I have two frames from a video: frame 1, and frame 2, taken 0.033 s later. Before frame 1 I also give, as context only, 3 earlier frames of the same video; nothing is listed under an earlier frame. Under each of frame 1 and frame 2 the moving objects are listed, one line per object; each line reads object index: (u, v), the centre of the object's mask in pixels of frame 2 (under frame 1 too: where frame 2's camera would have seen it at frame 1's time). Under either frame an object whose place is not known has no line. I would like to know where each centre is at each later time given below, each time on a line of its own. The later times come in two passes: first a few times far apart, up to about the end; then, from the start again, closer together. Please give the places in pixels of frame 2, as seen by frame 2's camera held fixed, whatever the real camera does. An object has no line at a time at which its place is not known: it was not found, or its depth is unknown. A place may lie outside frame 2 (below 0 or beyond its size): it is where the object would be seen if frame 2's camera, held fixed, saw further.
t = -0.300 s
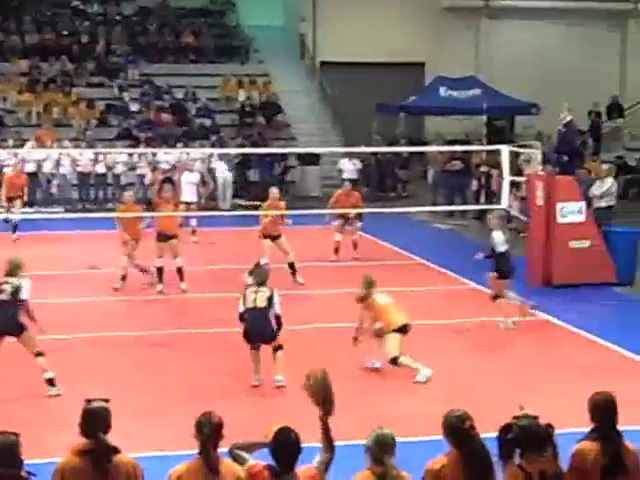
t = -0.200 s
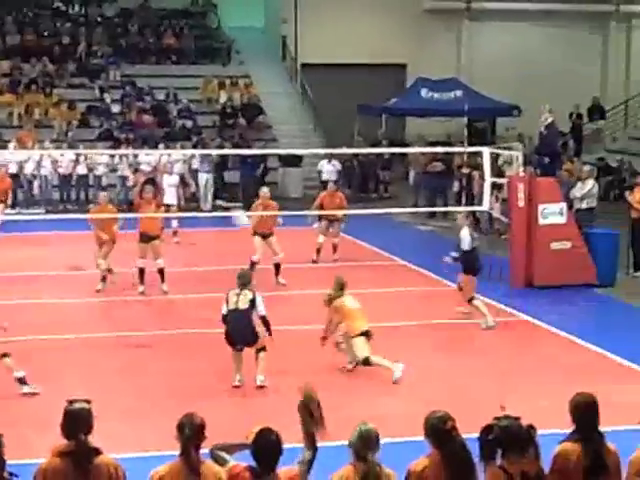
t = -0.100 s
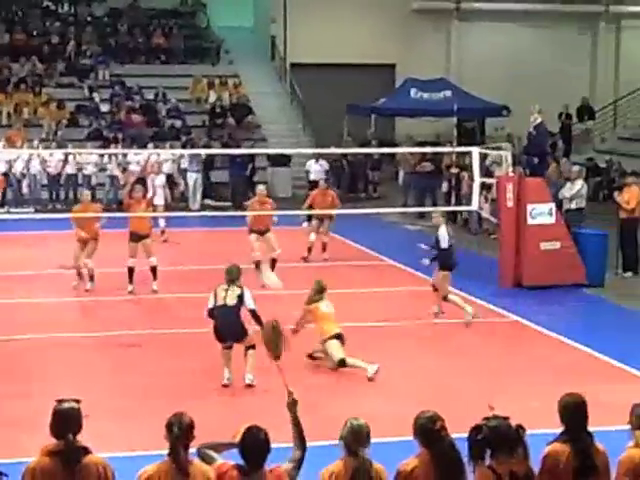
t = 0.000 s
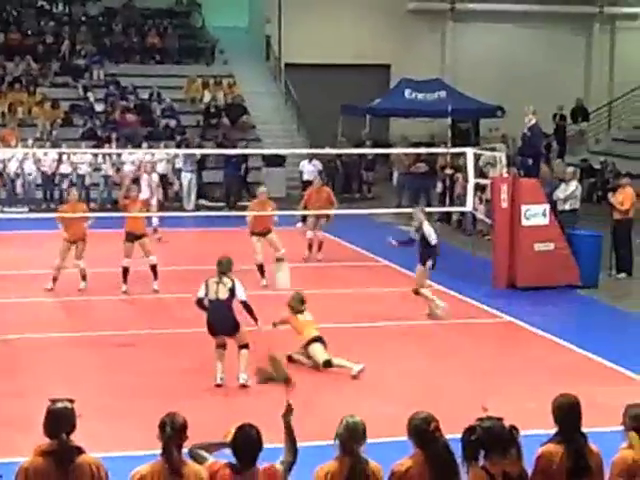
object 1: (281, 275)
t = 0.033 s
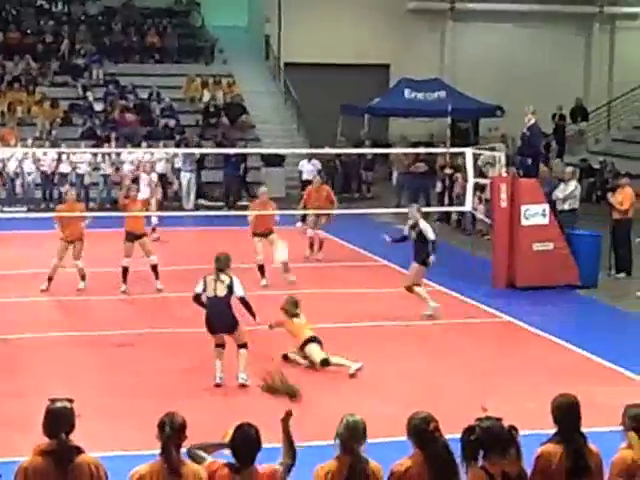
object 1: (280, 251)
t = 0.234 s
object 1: (272, 139)
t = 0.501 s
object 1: (262, 43)
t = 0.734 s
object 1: (255, 7)
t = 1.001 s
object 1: (247, 15)
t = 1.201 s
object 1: (241, 55)
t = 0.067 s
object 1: (279, 229)
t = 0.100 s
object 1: (279, 211)
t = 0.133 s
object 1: (276, 191)
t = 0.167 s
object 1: (274, 174)
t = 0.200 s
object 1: (273, 156)
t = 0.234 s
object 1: (272, 139)
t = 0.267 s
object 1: (271, 124)
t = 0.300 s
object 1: (270, 109)
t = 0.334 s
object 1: (268, 96)
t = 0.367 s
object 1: (267, 83)
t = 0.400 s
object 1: (266, 72)
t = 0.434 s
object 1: (265, 61)
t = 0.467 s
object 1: (264, 51)
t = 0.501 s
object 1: (262, 43)
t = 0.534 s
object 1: (261, 35)
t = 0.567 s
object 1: (261, 29)
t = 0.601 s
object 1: (260, 23)
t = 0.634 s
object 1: (259, 18)
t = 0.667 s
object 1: (257, 13)
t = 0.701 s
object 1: (256, 10)
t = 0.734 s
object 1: (255, 7)
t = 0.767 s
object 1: (254, 5)
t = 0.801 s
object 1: (253, 4)
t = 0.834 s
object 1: (252, 4)
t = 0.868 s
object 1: (251, 4)
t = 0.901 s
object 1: (250, 6)
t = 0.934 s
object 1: (249, 8)
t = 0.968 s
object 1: (248, 12)
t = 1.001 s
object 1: (247, 15)
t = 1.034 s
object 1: (246, 20)
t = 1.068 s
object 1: (245, 26)
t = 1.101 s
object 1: (244, 32)
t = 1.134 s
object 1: (243, 40)
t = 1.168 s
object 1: (242, 47)
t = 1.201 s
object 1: (241, 55)
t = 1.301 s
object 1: (238, 86)
